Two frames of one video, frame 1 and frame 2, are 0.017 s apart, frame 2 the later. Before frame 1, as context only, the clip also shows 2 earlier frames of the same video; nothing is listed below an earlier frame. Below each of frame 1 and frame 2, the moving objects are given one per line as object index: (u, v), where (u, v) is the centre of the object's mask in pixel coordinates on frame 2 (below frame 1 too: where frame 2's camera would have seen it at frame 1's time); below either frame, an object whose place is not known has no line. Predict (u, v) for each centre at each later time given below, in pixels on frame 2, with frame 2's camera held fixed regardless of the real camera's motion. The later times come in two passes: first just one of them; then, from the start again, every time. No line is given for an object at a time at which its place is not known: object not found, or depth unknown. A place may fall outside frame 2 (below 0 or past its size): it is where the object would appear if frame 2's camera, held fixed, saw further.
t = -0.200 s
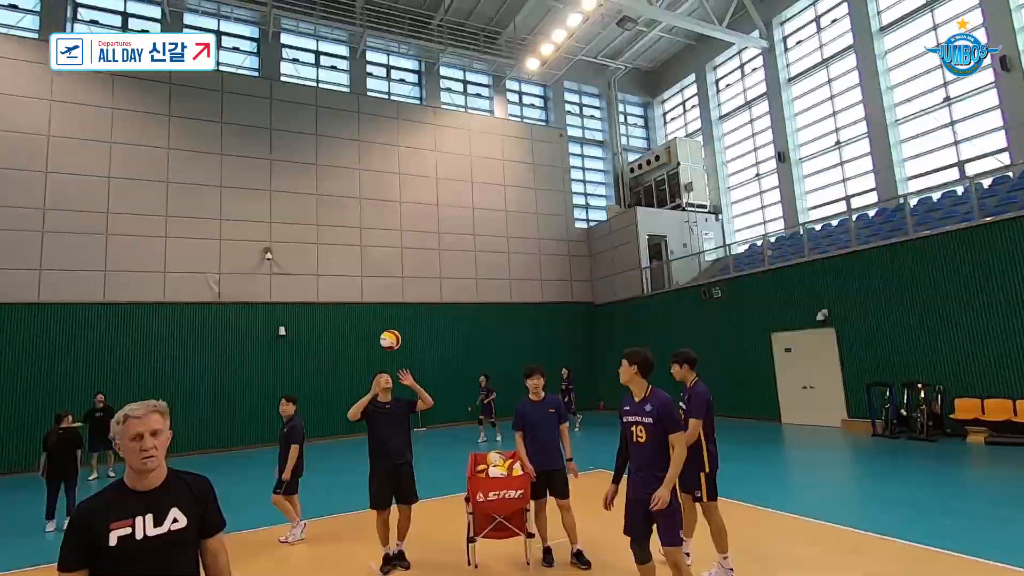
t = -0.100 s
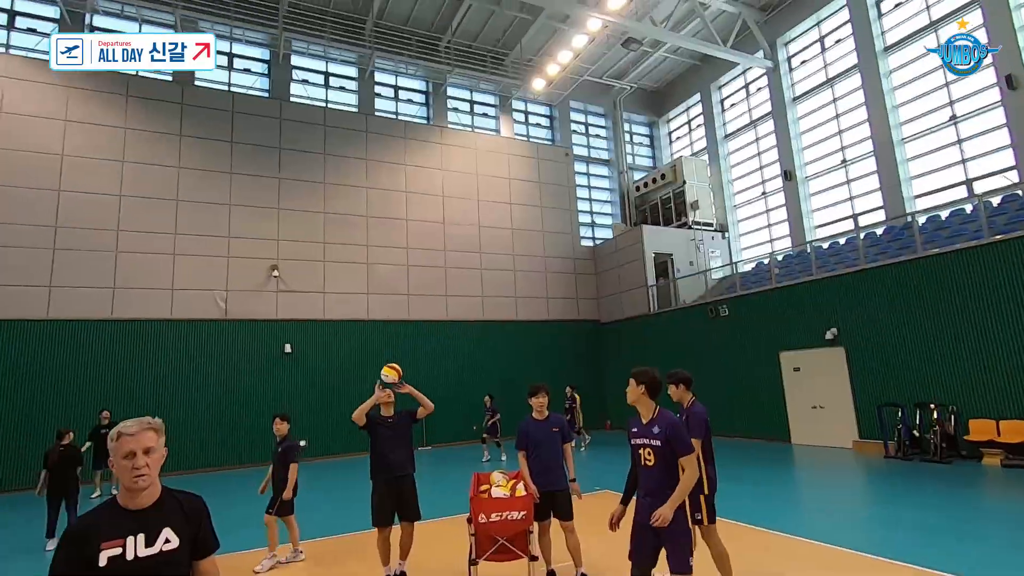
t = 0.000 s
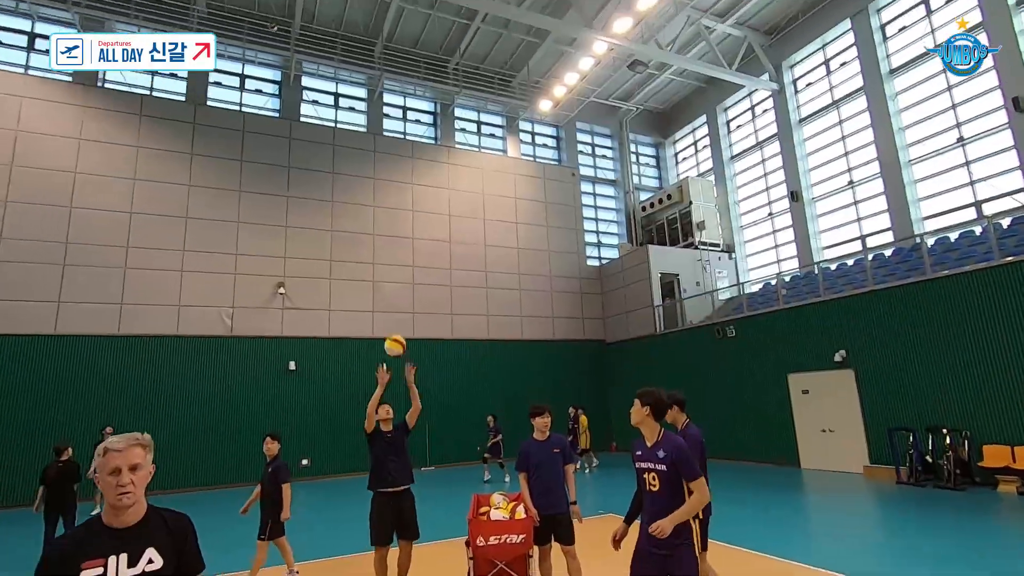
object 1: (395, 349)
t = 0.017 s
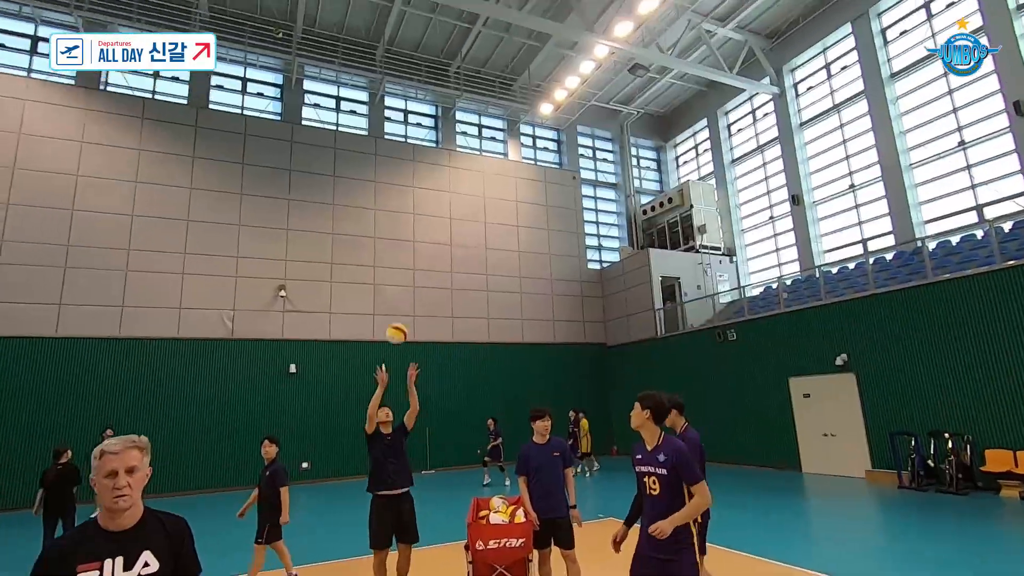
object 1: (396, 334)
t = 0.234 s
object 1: (406, 154)
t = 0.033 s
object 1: (398, 318)
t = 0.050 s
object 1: (398, 304)
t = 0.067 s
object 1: (399, 290)
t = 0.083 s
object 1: (400, 275)
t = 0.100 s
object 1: (400, 261)
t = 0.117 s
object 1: (401, 247)
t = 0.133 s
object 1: (402, 234)
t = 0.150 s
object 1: (403, 220)
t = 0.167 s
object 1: (403, 206)
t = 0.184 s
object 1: (403, 193)
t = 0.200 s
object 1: (404, 180)
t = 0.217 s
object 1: (405, 167)
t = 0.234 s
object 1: (406, 154)
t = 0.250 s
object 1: (406, 141)
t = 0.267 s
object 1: (405, 129)
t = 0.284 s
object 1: (406, 116)
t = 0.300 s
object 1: (406, 104)
